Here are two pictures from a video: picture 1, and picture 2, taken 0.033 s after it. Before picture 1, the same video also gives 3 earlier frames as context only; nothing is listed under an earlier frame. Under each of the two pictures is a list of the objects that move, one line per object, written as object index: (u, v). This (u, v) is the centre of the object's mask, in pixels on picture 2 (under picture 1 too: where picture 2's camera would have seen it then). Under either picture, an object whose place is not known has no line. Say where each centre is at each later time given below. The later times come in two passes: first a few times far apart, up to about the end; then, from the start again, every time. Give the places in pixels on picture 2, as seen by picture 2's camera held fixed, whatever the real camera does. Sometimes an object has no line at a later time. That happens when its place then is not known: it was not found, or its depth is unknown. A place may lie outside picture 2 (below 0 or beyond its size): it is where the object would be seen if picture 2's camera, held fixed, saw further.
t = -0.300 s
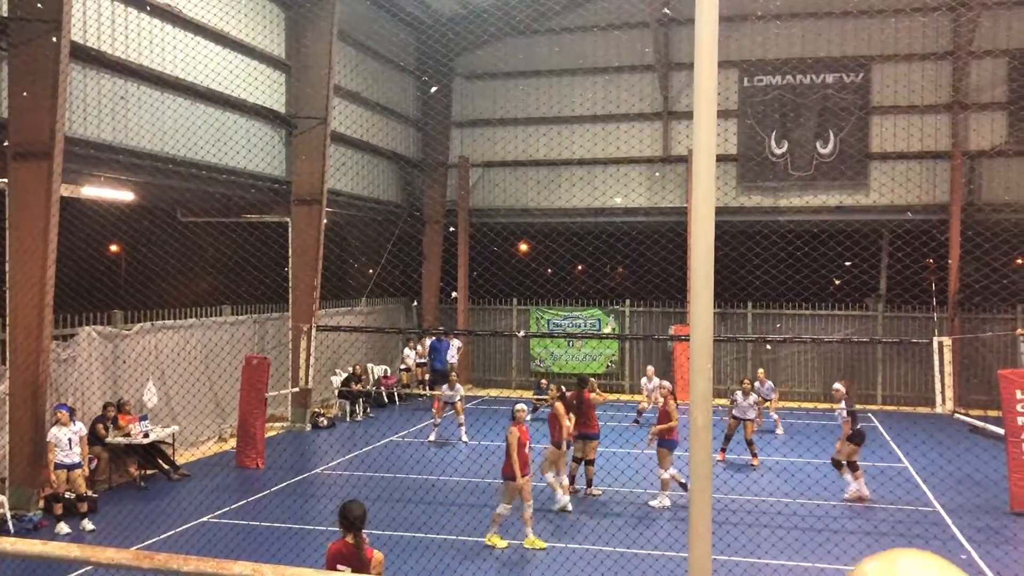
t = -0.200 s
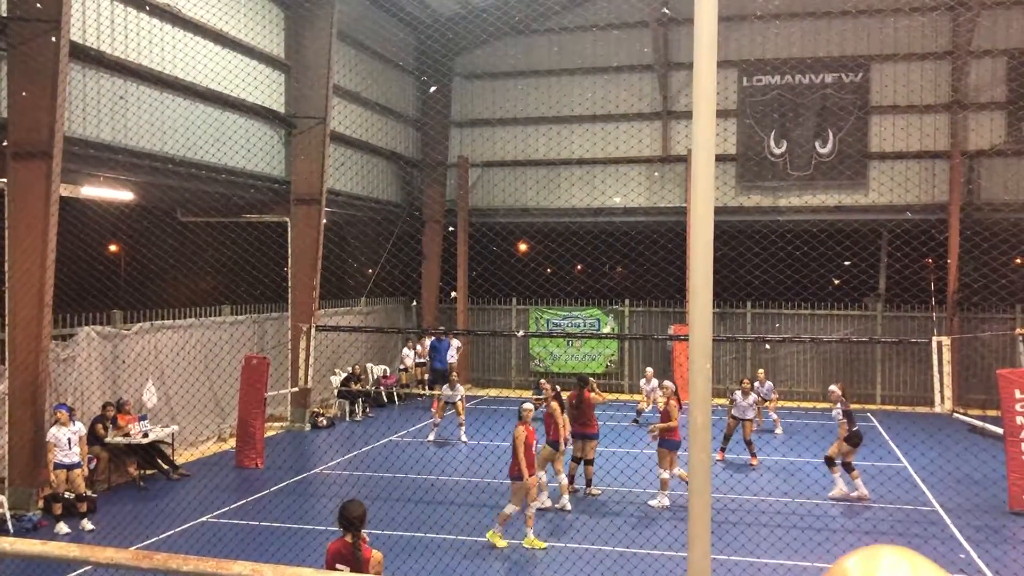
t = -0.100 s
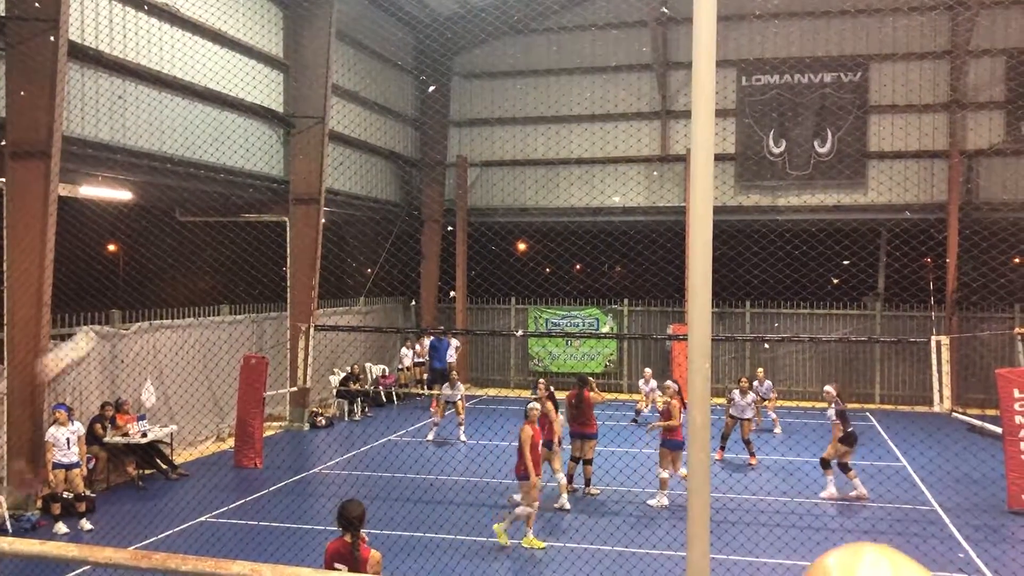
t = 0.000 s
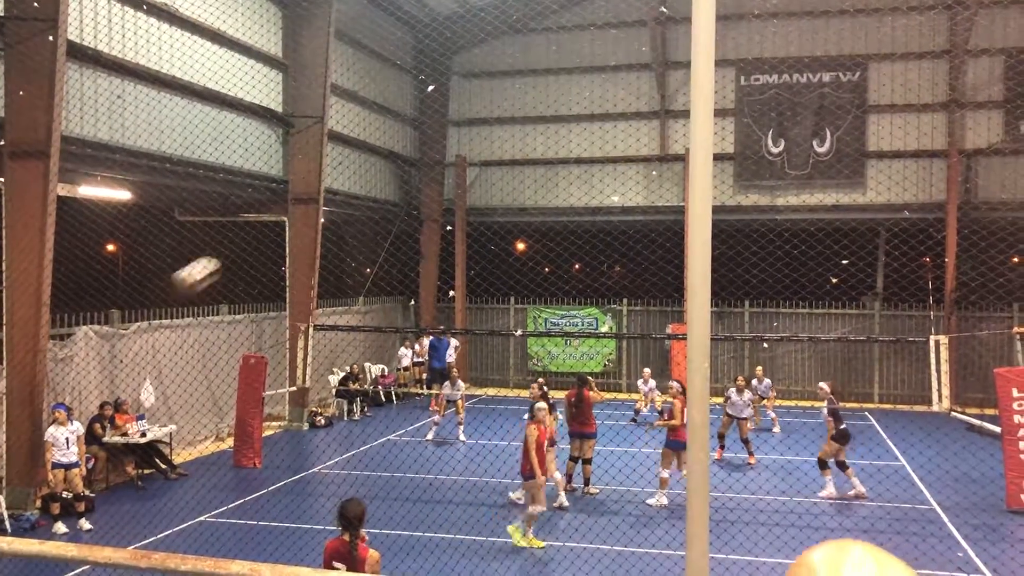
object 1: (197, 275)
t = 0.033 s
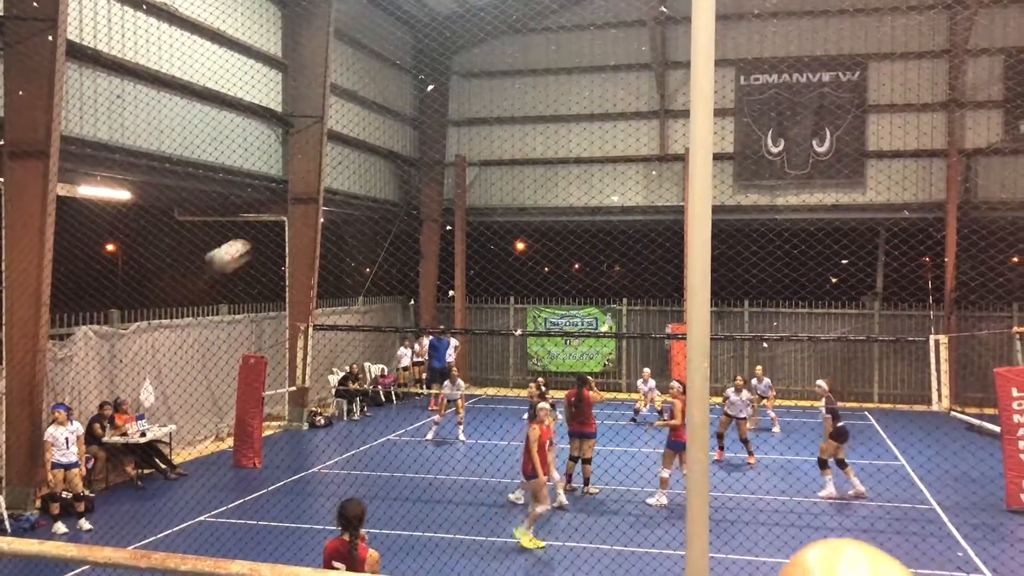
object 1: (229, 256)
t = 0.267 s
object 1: (374, 192)
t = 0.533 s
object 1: (460, 202)
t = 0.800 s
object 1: (506, 245)
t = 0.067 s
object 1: (257, 241)
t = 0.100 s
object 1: (282, 227)
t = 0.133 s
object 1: (305, 216)
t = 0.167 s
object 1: (324, 208)
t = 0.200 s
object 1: (342, 201)
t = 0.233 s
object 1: (358, 196)
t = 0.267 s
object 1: (374, 192)
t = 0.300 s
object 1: (388, 191)
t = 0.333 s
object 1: (401, 191)
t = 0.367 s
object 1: (413, 190)
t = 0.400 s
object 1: (424, 191)
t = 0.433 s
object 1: (434, 193)
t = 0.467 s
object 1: (443, 195)
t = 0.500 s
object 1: (452, 199)
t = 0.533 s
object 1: (460, 202)
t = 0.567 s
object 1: (467, 207)
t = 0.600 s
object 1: (474, 211)
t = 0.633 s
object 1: (481, 216)
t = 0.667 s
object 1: (486, 222)
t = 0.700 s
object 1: (491, 226)
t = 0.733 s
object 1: (496, 232)
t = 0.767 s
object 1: (501, 238)
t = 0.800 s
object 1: (506, 245)
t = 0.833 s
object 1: (510, 252)
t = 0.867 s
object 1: (514, 258)
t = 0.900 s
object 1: (518, 266)
